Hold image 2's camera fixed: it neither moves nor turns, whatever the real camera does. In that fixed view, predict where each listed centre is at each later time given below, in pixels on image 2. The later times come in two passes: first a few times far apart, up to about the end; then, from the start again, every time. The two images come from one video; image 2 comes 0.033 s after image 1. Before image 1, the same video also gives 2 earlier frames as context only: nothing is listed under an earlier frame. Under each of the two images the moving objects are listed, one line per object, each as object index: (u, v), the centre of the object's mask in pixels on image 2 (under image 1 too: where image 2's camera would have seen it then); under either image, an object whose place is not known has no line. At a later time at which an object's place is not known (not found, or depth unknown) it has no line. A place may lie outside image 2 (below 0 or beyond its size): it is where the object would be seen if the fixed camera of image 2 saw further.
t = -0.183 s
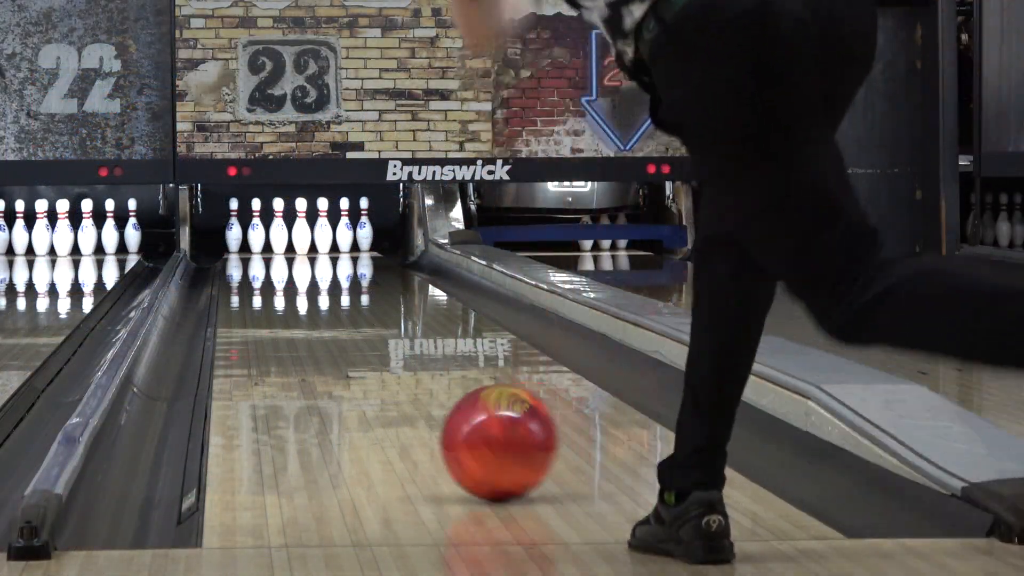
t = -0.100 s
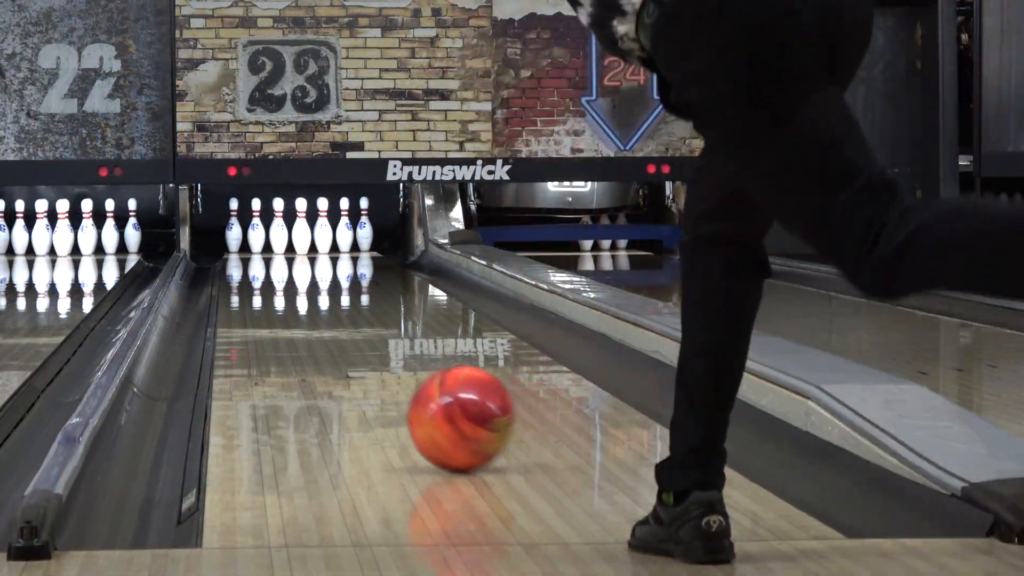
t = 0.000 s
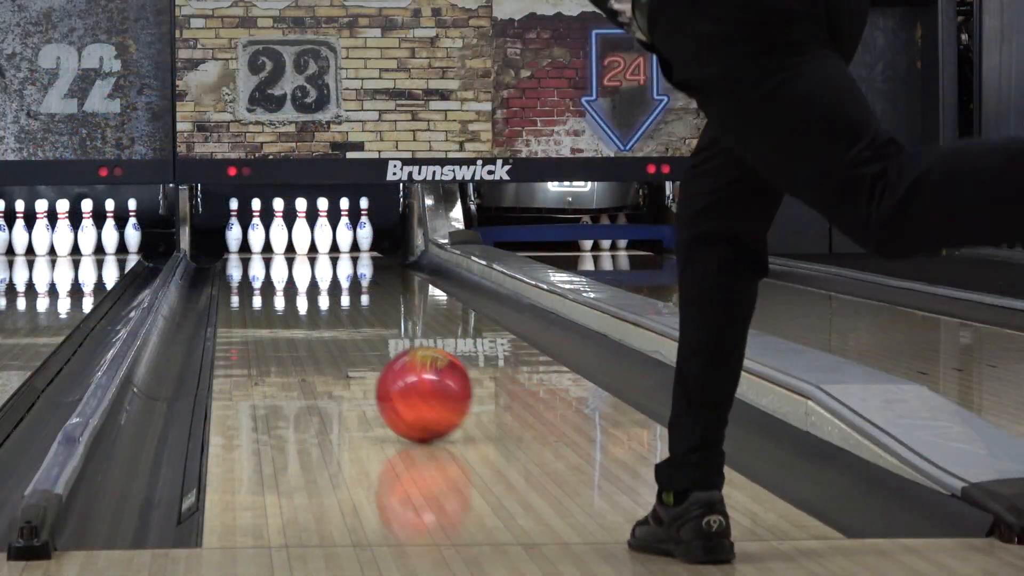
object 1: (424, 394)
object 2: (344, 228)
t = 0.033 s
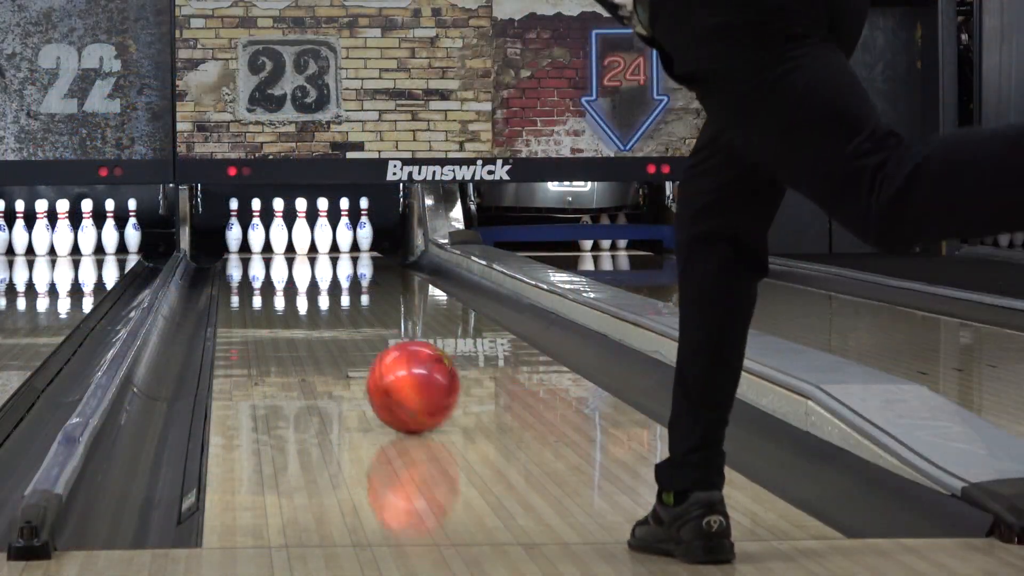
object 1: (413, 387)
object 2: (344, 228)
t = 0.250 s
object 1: (358, 348)
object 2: (345, 228)
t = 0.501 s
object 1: (316, 319)
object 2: (344, 228)
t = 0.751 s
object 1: (288, 298)
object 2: (345, 228)
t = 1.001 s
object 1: (268, 281)
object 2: (344, 228)
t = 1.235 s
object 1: (257, 270)
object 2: (344, 228)
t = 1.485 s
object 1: (251, 260)
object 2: (344, 227)
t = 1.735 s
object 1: (255, 252)
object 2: (344, 227)
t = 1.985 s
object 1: (269, 246)
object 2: (344, 228)
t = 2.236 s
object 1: (287, 240)
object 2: (344, 228)
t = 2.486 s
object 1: (284, 237)
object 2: (382, 231)
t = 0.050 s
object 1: (408, 383)
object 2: (344, 228)
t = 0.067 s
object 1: (403, 379)
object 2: (344, 228)
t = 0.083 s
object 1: (399, 377)
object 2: (344, 228)
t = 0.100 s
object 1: (394, 373)
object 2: (344, 228)
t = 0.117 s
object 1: (390, 370)
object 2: (344, 227)
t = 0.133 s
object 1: (385, 367)
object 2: (344, 228)
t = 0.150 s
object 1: (381, 364)
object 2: (345, 228)
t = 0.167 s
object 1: (377, 361)
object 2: (344, 228)
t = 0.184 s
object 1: (373, 359)
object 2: (345, 228)
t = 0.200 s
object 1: (369, 356)
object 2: (344, 228)
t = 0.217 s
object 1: (365, 354)
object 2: (344, 228)
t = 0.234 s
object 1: (361, 351)
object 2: (344, 228)
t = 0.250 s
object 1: (358, 348)
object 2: (345, 228)
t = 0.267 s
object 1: (355, 346)
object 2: (345, 228)
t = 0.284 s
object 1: (352, 344)
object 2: (344, 228)
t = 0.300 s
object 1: (349, 341)
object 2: (344, 228)
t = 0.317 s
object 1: (346, 339)
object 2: (344, 228)
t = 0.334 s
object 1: (343, 338)
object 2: (345, 228)
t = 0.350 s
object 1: (340, 336)
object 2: (344, 228)
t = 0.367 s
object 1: (337, 334)
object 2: (344, 228)
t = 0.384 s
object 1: (334, 332)
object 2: (345, 228)
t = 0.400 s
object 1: (331, 330)
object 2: (344, 228)
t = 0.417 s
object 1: (328, 328)
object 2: (344, 228)
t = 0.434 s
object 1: (326, 326)
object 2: (345, 228)
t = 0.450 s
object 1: (323, 324)
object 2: (344, 228)
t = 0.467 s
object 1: (321, 322)
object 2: (344, 228)
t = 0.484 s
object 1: (319, 321)
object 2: (345, 228)
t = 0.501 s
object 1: (316, 319)
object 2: (344, 228)
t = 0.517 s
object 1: (314, 318)
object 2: (345, 228)
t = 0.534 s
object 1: (312, 316)
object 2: (344, 228)
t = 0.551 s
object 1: (310, 315)
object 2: (345, 228)
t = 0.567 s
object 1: (307, 313)
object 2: (344, 228)
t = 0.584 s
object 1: (306, 311)
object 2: (345, 228)
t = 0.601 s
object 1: (303, 310)
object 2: (345, 228)
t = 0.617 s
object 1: (301, 308)
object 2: (345, 228)
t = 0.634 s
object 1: (299, 307)
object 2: (344, 228)
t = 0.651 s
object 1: (298, 305)
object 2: (345, 228)
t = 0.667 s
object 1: (296, 304)
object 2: (344, 228)
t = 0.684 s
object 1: (294, 303)
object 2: (345, 228)
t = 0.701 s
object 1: (293, 301)
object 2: (345, 228)
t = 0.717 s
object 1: (291, 300)
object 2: (344, 228)
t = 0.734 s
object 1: (289, 299)
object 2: (344, 228)
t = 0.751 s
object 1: (288, 298)
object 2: (345, 228)
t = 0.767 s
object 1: (286, 296)
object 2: (344, 228)
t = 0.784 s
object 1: (285, 295)
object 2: (344, 228)
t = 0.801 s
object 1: (283, 294)
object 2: (345, 228)
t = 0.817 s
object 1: (281, 293)
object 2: (345, 228)
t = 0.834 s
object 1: (280, 292)
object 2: (345, 228)
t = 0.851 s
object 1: (279, 290)
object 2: (344, 227)
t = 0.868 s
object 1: (277, 289)
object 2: (344, 228)
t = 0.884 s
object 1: (276, 288)
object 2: (344, 228)
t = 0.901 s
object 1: (275, 287)
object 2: (344, 227)
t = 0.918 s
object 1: (274, 286)
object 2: (344, 228)
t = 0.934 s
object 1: (273, 285)
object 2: (344, 228)
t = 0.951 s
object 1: (271, 284)
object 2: (344, 228)
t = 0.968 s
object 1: (270, 283)
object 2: (344, 228)
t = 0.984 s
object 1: (269, 282)
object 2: (344, 228)
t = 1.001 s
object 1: (268, 281)
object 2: (344, 228)
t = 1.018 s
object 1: (267, 281)
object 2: (344, 228)
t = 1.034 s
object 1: (266, 279)
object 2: (344, 228)
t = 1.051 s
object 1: (265, 279)
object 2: (345, 228)
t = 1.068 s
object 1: (264, 278)
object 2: (344, 228)
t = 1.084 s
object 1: (263, 277)
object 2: (344, 228)
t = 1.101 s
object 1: (262, 276)
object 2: (345, 228)
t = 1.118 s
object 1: (262, 275)
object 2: (345, 228)
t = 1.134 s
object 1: (261, 274)
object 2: (344, 228)
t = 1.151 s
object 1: (260, 274)
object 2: (344, 227)
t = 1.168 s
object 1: (259, 273)
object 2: (344, 228)
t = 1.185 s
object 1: (259, 272)
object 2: (344, 228)
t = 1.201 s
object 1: (258, 271)
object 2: (344, 228)
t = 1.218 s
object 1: (257, 270)
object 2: (344, 227)
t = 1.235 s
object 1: (257, 270)
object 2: (344, 228)
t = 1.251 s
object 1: (256, 269)
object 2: (344, 228)
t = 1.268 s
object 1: (255, 268)
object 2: (344, 228)
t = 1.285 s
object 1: (255, 268)
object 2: (345, 228)
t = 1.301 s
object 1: (254, 267)
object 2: (344, 228)
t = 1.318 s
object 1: (254, 266)
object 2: (344, 228)
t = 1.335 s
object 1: (253, 266)
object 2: (344, 228)
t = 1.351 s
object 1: (253, 265)
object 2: (344, 228)
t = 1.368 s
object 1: (253, 264)
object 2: (344, 228)
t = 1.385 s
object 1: (252, 263)
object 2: (344, 228)
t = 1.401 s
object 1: (252, 263)
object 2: (344, 228)
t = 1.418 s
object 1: (252, 262)
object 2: (344, 227)
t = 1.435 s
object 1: (252, 261)
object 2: (344, 228)
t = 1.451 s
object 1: (251, 261)
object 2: (344, 228)
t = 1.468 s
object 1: (251, 260)
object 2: (344, 228)
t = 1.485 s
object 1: (251, 260)
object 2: (344, 227)
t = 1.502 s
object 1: (251, 259)
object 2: (344, 228)
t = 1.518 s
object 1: (251, 258)
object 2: (344, 228)
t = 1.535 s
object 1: (251, 258)
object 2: (344, 228)
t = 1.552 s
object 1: (251, 257)
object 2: (344, 228)
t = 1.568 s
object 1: (252, 257)
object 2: (344, 227)
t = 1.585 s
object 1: (252, 256)
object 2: (344, 227)
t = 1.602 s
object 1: (252, 256)
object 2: (345, 228)
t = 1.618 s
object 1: (252, 255)
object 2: (344, 228)
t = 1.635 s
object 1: (252, 255)
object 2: (344, 228)
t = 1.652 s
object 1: (253, 254)
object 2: (344, 228)
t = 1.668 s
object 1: (253, 254)
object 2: (344, 228)
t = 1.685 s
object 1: (254, 253)
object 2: (344, 228)
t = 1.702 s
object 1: (254, 253)
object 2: (345, 228)
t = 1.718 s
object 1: (255, 252)
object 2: (344, 228)
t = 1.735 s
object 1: (255, 252)
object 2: (344, 227)
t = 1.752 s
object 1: (256, 251)
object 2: (344, 227)
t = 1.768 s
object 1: (256, 251)
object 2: (344, 228)
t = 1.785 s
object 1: (257, 251)
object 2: (344, 228)
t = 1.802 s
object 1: (258, 250)
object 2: (345, 228)
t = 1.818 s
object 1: (258, 249)
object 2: (344, 228)
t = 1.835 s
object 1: (259, 249)
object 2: (344, 228)
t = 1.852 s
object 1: (260, 249)
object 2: (344, 228)
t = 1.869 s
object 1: (261, 248)
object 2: (344, 228)
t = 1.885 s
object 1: (262, 248)
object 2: (344, 228)
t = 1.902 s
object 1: (263, 247)
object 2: (344, 228)
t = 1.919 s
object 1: (264, 247)
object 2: (344, 228)
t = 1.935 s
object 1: (265, 247)
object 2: (344, 228)
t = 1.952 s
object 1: (266, 246)
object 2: (344, 228)
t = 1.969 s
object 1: (267, 246)
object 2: (345, 228)
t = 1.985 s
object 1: (269, 246)
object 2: (344, 228)
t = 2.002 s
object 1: (270, 245)
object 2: (344, 228)
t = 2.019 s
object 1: (271, 245)
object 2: (344, 228)
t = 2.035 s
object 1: (273, 244)
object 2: (344, 228)
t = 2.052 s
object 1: (273, 244)
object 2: (344, 228)
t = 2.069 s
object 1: (275, 244)
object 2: (344, 228)
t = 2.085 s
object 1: (276, 243)
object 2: (344, 228)
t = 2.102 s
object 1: (278, 243)
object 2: (344, 228)
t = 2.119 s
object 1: (279, 242)
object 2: (345, 228)
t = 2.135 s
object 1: (280, 242)
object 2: (344, 228)
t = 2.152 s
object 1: (281, 242)
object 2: (344, 228)
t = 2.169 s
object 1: (282, 241)
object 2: (344, 228)
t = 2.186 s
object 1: (283, 241)
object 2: (344, 228)
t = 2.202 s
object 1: (285, 241)
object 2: (344, 228)
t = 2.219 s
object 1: (286, 240)
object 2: (345, 228)
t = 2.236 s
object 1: (287, 240)
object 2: (344, 228)
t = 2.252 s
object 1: (289, 240)
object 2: (344, 228)
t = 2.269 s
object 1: (289, 239)
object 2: (344, 228)
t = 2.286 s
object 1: (288, 239)
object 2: (344, 228)
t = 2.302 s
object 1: (287, 239)
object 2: (345, 227)
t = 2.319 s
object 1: (287, 239)
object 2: (347, 226)
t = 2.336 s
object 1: (287, 238)
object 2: (349, 226)
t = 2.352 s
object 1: (287, 238)
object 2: (353, 224)
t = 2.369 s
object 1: (287, 238)
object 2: (357, 225)
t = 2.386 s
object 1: (288, 238)
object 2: (362, 224)
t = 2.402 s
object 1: (288, 238)
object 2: (366, 224)
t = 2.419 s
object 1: (287, 238)
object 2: (370, 224)
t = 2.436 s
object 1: (286, 237)
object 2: (374, 225)
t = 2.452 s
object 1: (285, 237)
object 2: (378, 226)
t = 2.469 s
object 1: (285, 237)
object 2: (381, 229)
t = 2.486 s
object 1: (284, 237)
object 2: (382, 231)
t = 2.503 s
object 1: (283, 237)
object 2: (381, 233)
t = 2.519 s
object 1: (282, 237)
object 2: (380, 235)
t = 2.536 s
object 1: (282, 237)
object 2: (384, 239)
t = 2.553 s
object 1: (281, 237)
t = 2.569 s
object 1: (280, 236)
